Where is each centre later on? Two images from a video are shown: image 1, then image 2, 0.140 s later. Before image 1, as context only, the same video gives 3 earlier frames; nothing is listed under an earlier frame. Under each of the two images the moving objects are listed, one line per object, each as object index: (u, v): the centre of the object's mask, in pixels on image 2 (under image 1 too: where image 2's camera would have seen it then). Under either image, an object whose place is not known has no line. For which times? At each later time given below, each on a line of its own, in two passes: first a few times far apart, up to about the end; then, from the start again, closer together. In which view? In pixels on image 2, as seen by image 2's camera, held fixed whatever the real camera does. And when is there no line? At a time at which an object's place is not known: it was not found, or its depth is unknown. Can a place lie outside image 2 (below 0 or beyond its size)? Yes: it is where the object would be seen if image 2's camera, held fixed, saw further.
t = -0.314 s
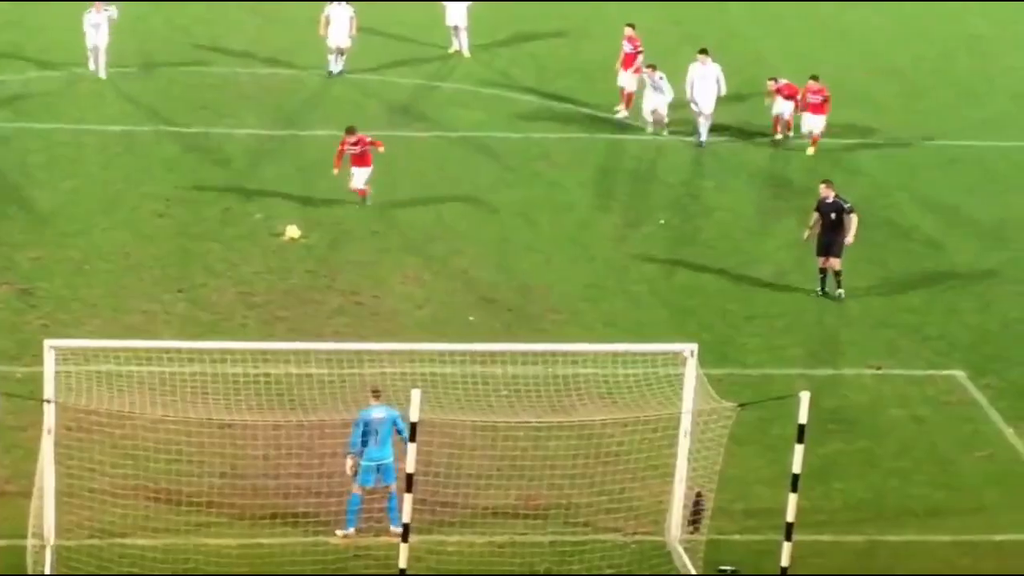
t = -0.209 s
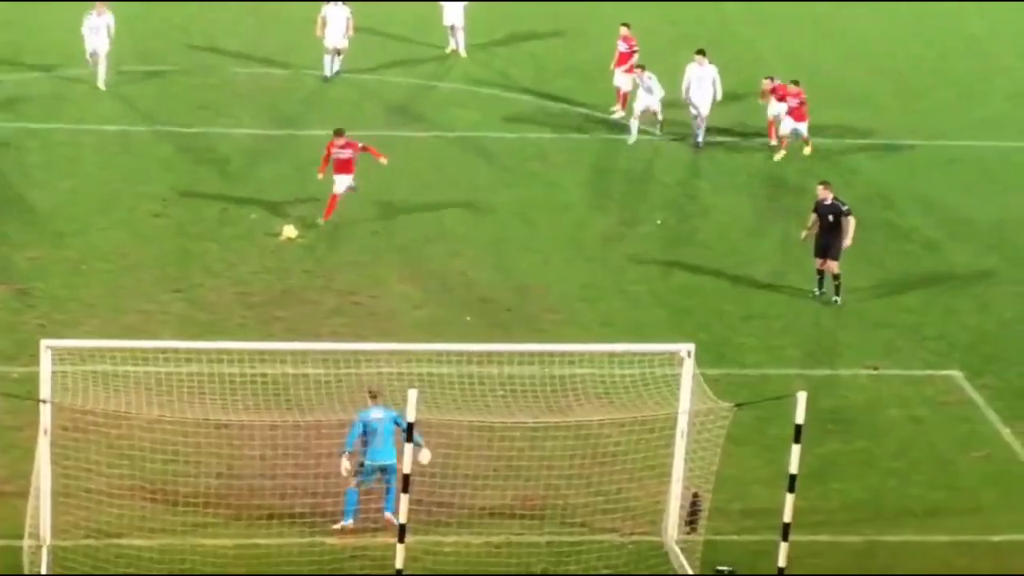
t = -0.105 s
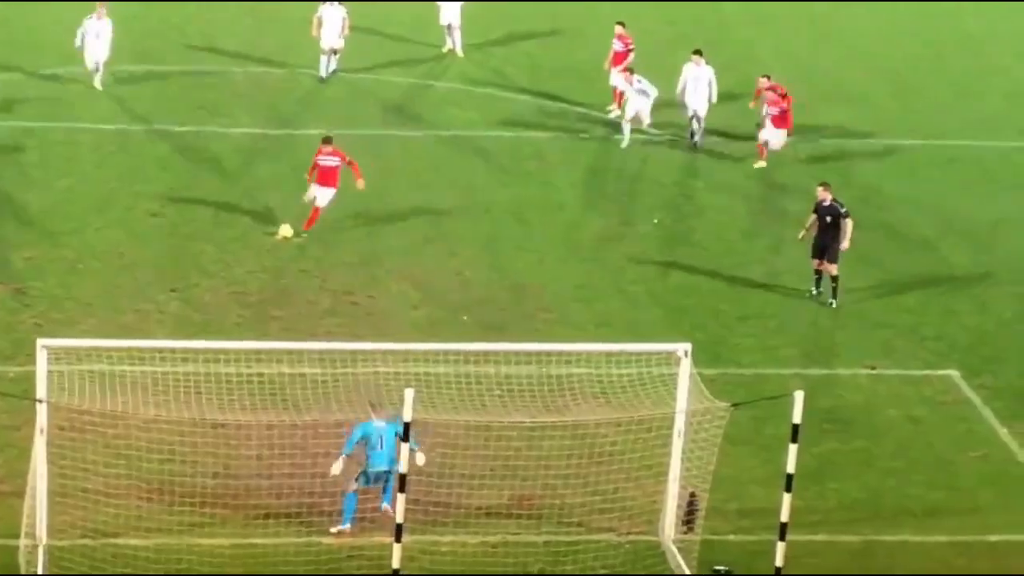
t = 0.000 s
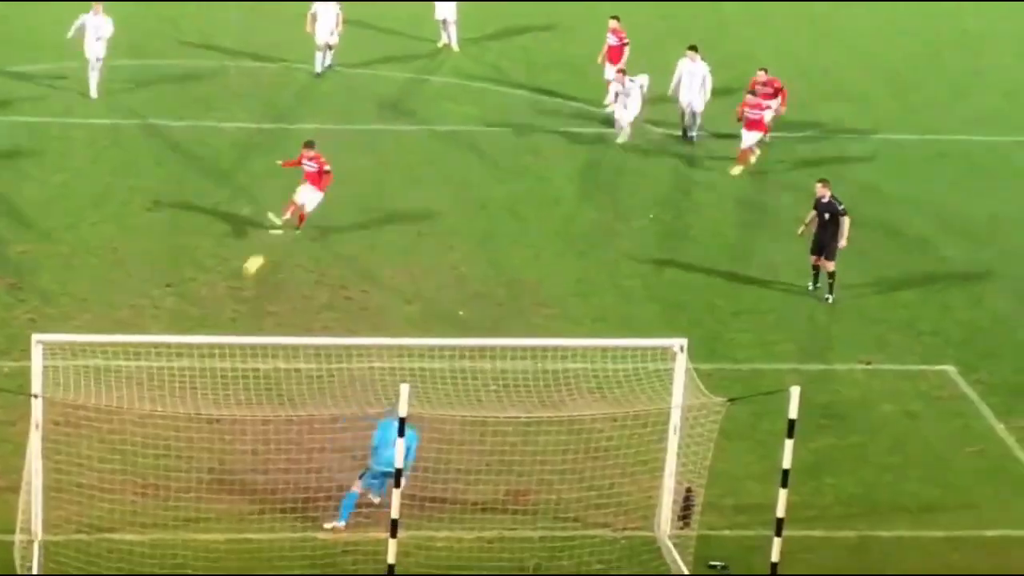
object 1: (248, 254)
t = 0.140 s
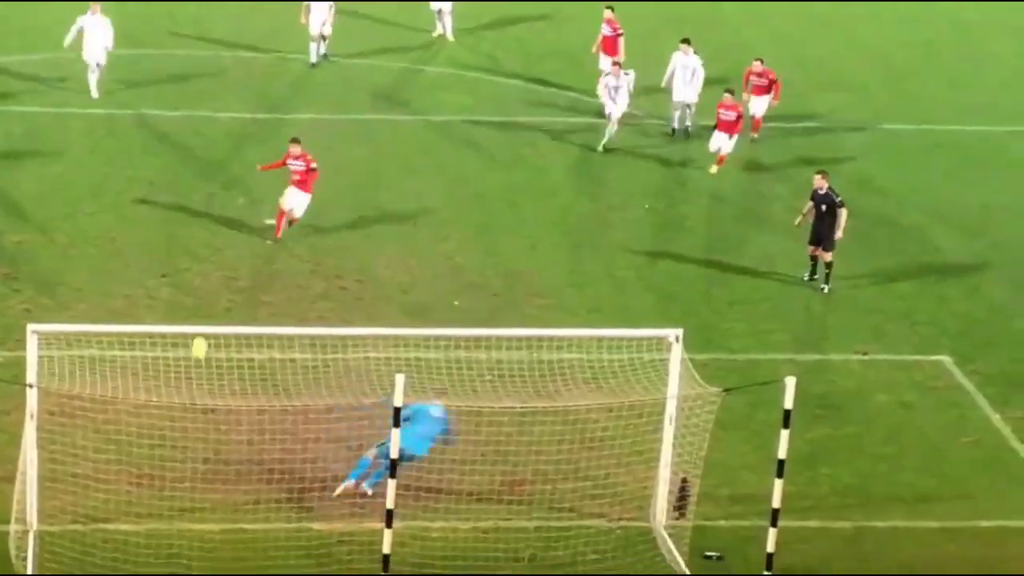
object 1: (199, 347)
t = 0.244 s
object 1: (170, 418)
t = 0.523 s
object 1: (112, 565)
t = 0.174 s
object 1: (189, 372)
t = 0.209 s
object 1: (179, 394)
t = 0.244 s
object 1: (170, 418)
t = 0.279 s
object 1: (161, 445)
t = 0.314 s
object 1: (152, 472)
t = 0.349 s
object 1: (146, 497)
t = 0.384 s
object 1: (137, 527)
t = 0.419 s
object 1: (129, 553)
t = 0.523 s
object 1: (112, 565)
